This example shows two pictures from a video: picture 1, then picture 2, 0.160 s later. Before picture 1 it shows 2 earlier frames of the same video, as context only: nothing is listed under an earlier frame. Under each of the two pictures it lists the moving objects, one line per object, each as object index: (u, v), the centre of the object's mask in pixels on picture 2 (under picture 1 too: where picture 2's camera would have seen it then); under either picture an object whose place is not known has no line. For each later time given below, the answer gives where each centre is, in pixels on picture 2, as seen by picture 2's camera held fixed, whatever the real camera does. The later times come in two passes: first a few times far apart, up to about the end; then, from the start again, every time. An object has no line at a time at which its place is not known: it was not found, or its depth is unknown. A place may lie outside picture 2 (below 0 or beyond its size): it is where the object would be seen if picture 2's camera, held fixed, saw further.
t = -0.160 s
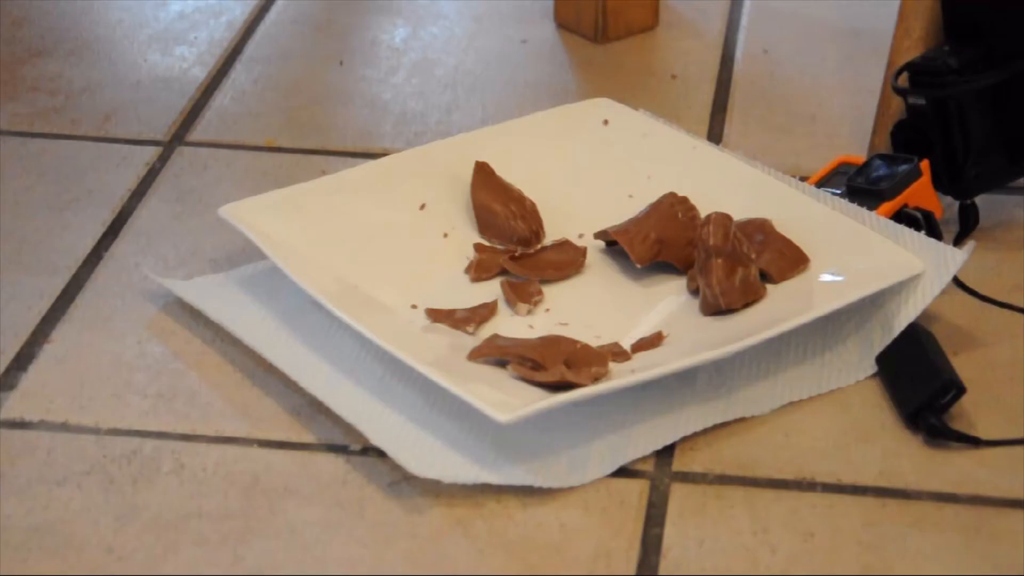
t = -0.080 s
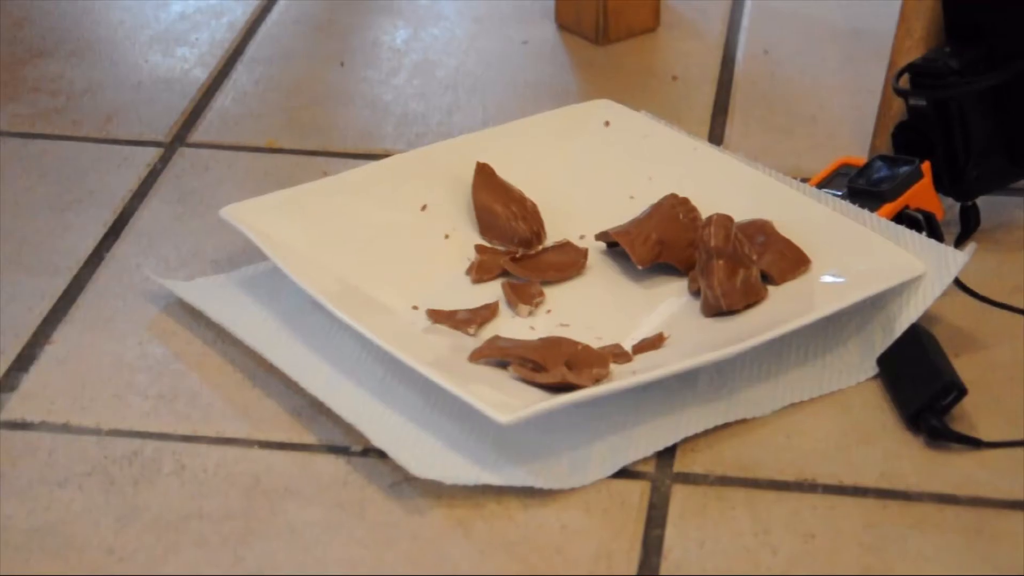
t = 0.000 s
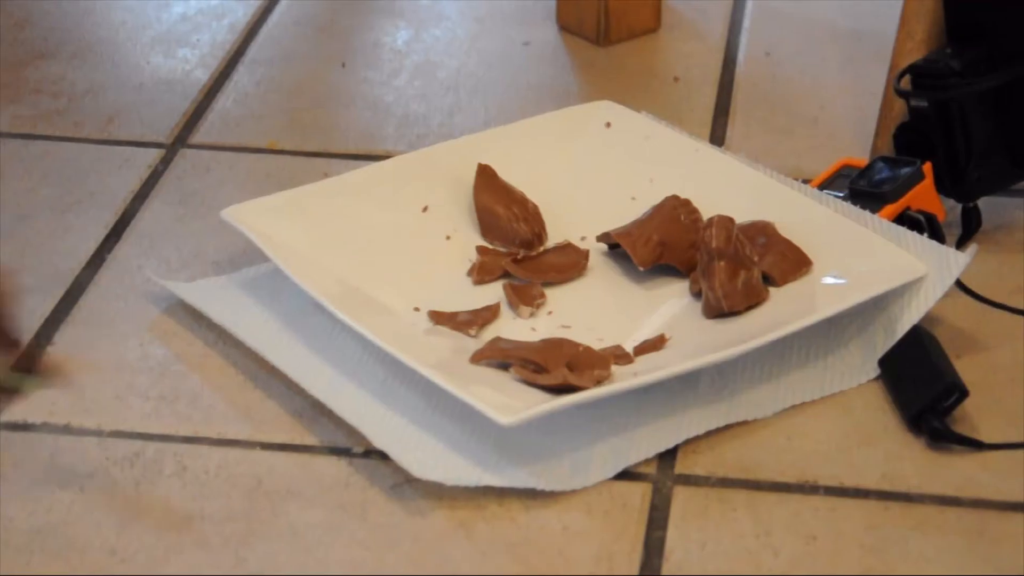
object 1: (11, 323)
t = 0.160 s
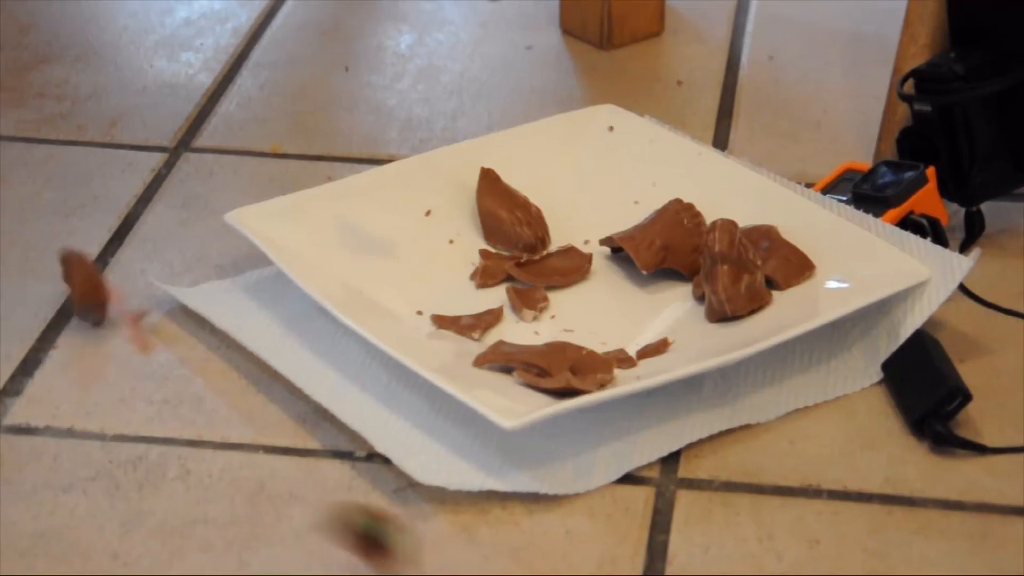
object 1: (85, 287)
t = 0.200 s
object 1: (97, 286)
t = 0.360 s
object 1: (153, 265)
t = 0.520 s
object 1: (145, 269)
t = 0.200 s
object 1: (97, 286)
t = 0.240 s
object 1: (122, 281)
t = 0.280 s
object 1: (141, 269)
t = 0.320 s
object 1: (150, 262)
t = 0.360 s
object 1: (153, 265)
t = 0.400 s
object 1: (155, 273)
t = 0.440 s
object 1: (144, 274)
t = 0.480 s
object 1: (140, 272)
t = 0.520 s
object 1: (145, 269)
